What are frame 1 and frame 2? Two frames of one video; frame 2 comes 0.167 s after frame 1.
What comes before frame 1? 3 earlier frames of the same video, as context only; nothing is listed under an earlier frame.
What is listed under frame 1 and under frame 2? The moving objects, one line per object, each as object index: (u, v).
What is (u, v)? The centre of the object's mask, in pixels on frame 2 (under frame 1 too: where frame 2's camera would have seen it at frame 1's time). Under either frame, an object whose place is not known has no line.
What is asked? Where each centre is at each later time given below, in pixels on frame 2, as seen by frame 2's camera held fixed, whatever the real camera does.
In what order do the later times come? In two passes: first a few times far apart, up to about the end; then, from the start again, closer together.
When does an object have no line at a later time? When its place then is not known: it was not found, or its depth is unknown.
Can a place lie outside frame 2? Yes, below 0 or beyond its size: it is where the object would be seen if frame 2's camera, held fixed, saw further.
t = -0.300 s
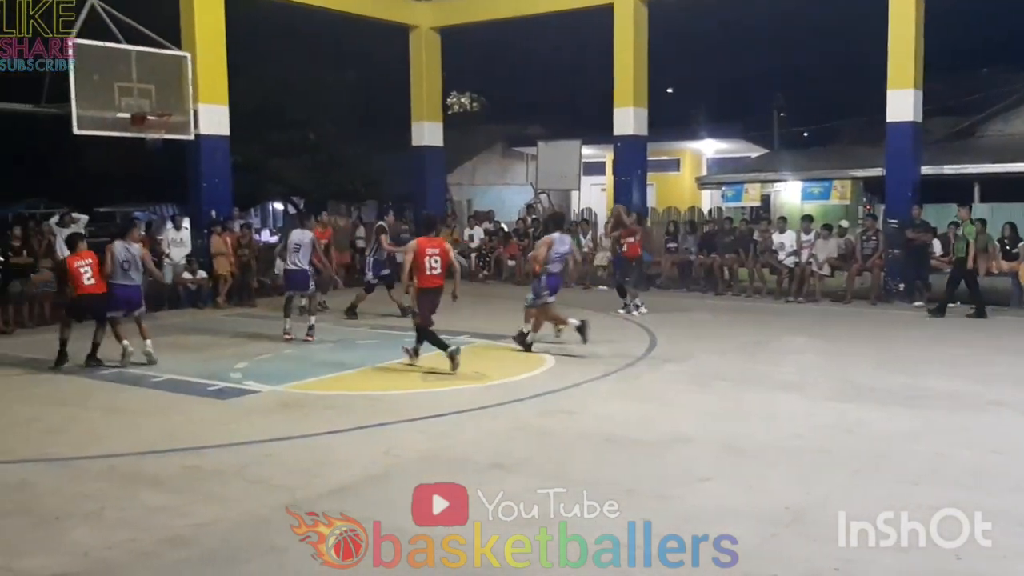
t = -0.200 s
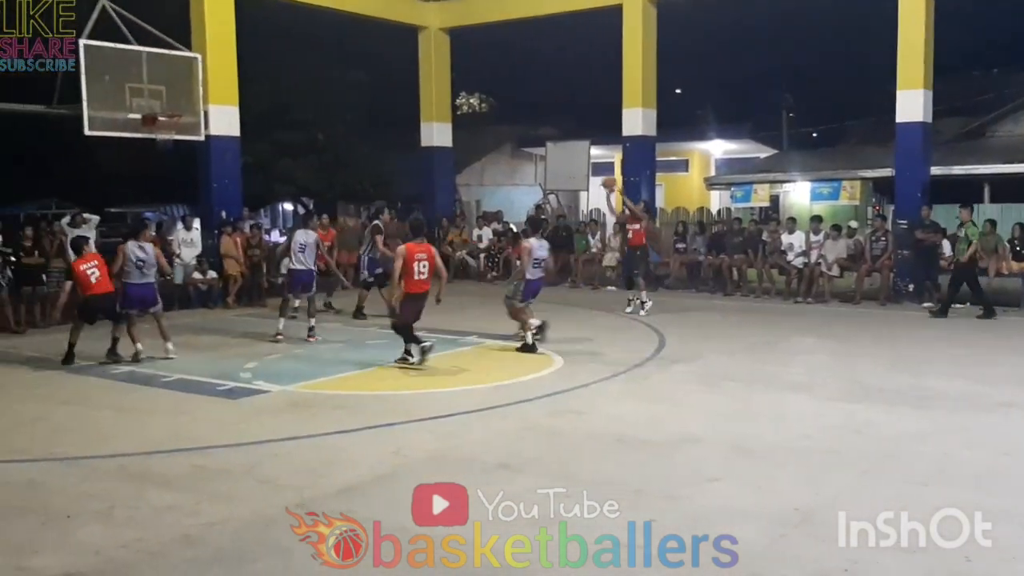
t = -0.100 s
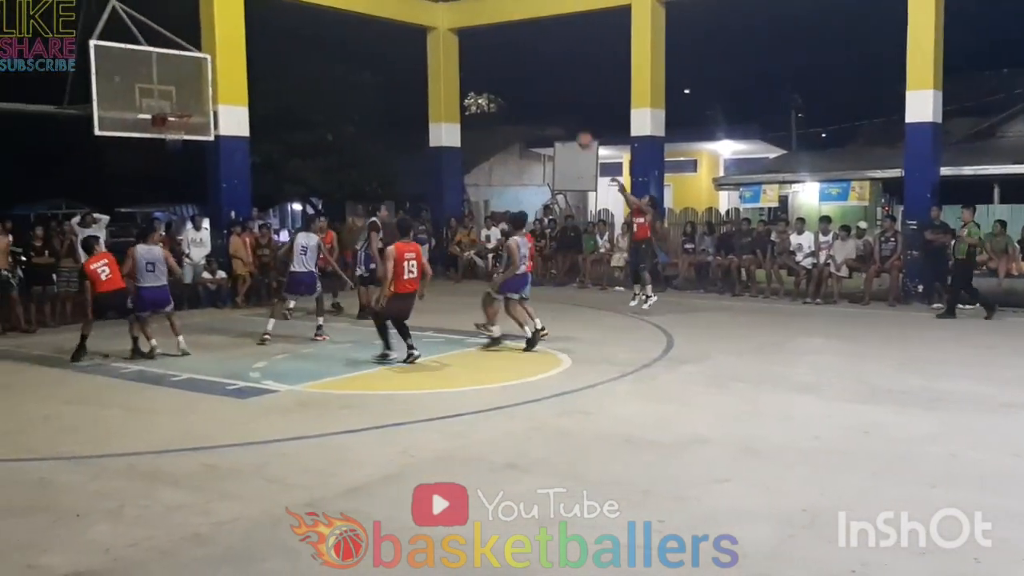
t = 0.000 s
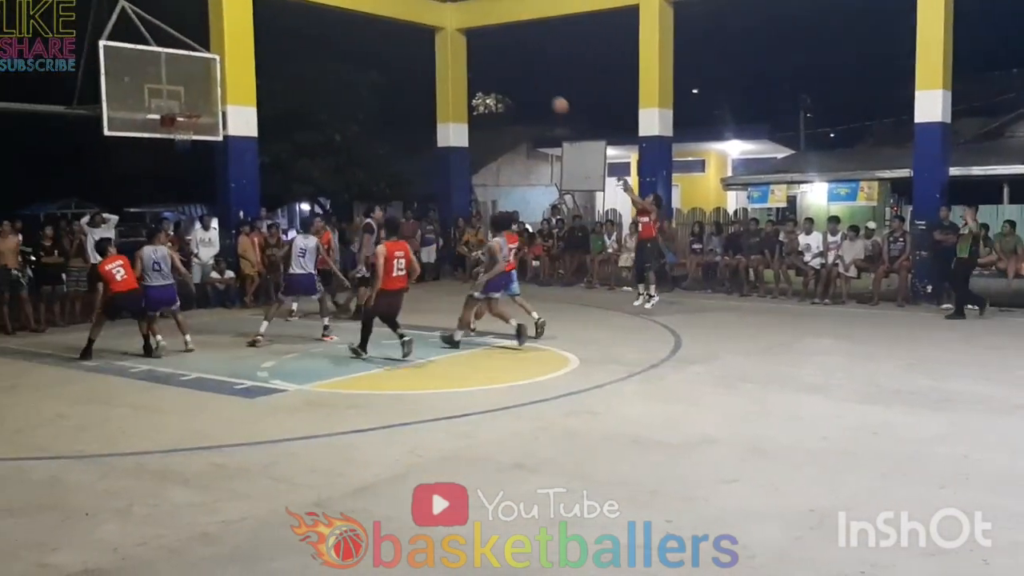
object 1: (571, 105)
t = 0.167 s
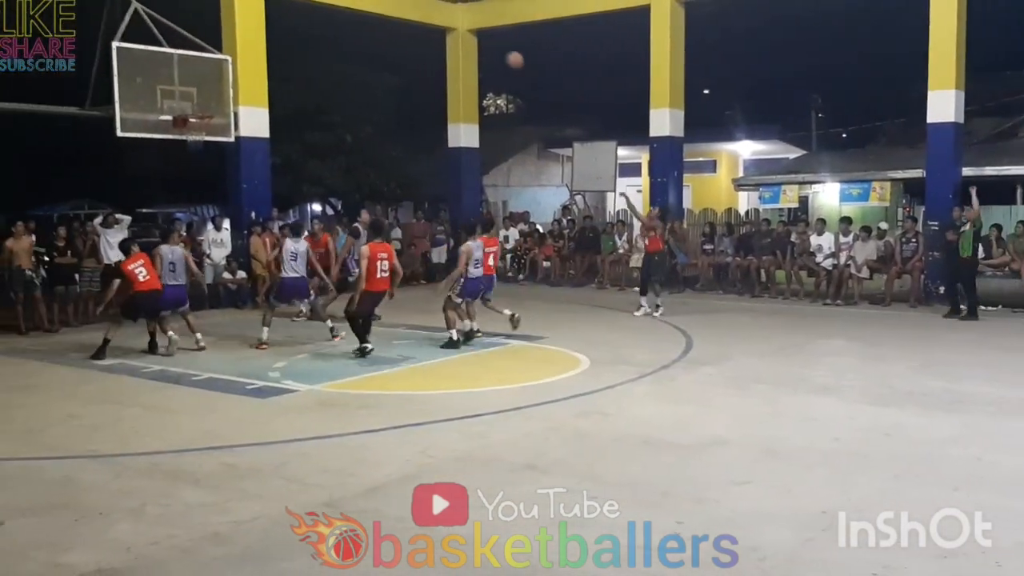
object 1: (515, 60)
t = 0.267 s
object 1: (481, 41)
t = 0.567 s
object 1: (376, 21)
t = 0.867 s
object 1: (269, 65)
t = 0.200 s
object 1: (504, 52)
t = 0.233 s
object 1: (491, 46)
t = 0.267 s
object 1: (481, 41)
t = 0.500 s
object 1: (399, 22)
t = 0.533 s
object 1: (387, 21)
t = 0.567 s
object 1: (376, 21)
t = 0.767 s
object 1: (305, 43)
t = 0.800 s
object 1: (293, 50)
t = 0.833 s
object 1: (281, 57)
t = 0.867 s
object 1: (269, 65)
